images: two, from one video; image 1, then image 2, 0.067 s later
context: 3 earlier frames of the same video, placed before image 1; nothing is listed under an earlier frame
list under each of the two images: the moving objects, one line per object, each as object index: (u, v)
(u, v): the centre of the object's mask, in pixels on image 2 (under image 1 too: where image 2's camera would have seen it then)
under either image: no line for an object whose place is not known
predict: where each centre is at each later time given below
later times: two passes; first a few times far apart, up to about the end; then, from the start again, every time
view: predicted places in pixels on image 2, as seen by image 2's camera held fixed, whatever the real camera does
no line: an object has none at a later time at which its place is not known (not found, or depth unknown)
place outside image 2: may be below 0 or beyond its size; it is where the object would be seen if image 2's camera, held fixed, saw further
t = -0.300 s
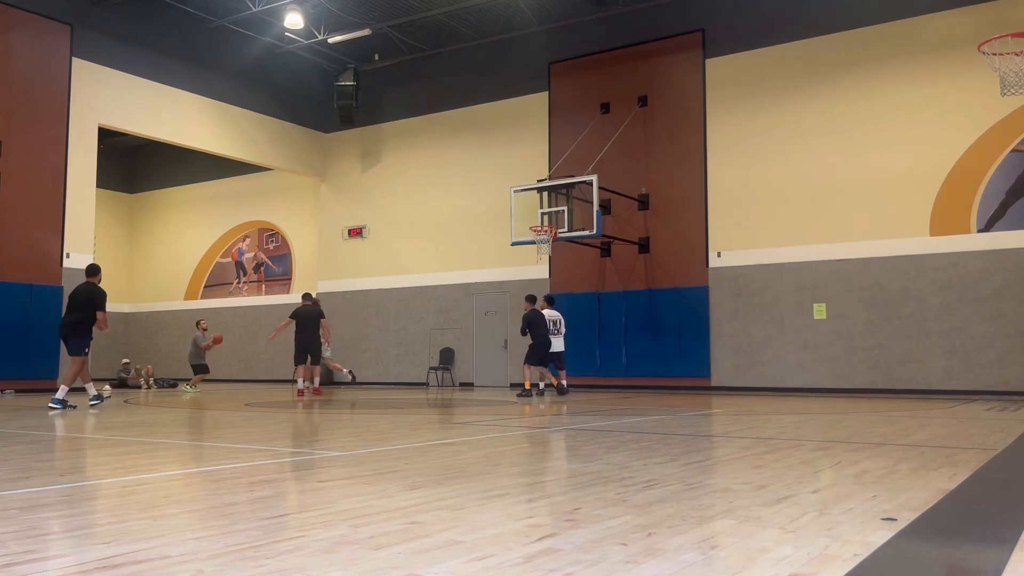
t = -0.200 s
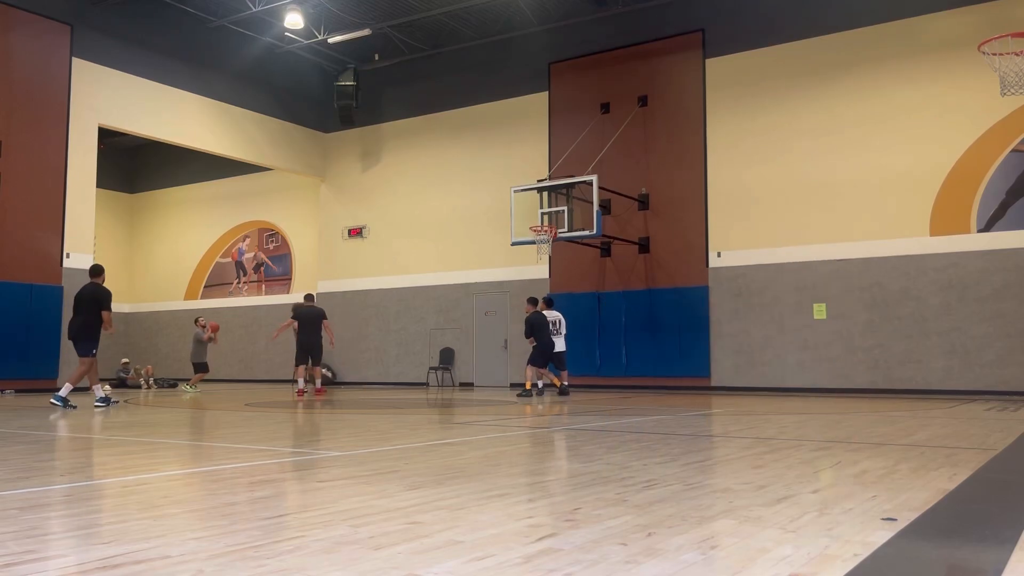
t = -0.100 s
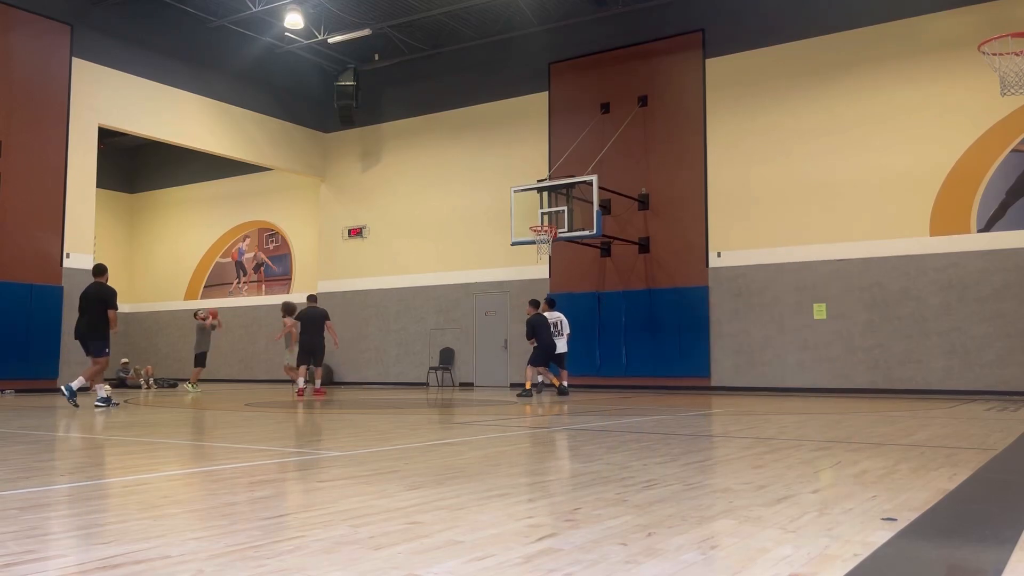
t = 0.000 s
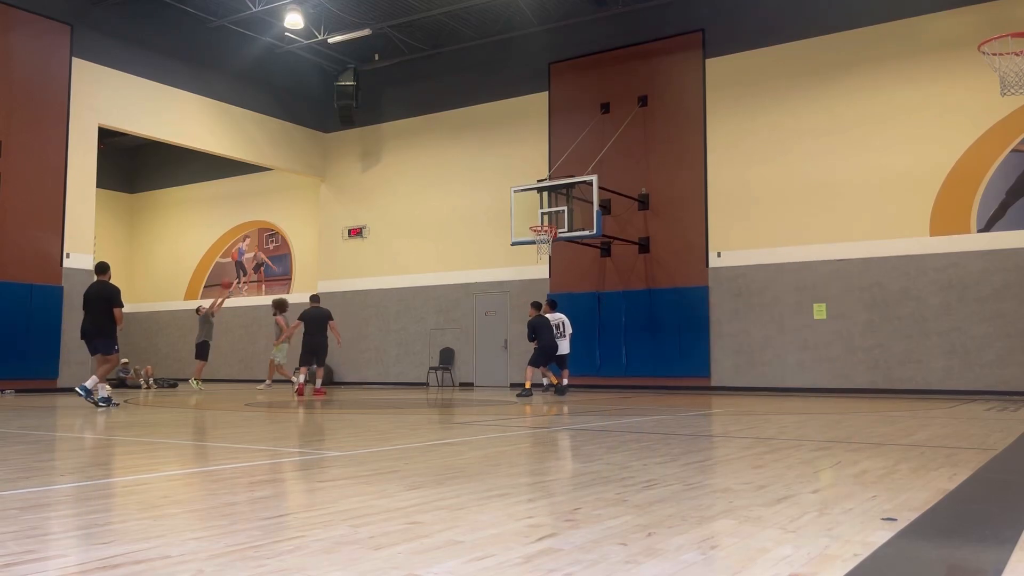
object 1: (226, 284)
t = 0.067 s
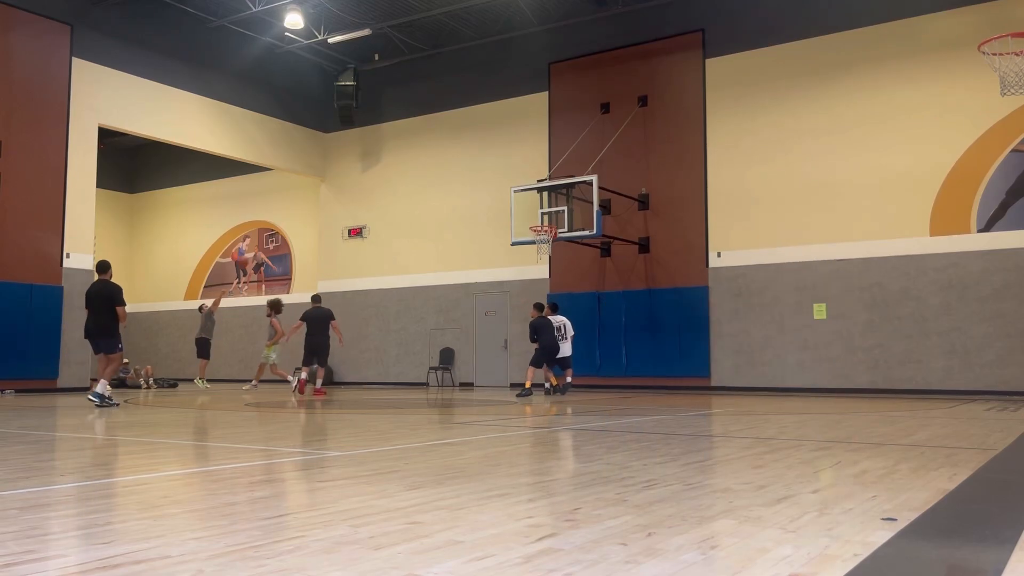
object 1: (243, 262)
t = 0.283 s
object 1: (295, 205)
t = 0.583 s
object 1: (368, 163)
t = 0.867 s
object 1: (437, 164)
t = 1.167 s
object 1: (512, 210)
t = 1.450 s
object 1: (482, 201)
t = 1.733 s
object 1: (425, 206)
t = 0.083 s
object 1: (247, 257)
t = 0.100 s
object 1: (251, 252)
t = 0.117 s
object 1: (254, 247)
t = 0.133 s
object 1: (259, 242)
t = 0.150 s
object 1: (262, 236)
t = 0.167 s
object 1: (267, 233)
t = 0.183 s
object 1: (270, 228)
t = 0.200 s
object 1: (275, 224)
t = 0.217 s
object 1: (279, 220)
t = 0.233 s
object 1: (283, 216)
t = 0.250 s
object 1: (287, 212)
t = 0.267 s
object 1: (291, 209)
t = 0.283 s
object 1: (295, 205)
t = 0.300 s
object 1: (299, 202)
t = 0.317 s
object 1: (303, 198)
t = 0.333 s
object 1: (307, 195)
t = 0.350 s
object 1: (311, 192)
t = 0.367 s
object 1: (315, 189)
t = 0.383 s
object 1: (320, 186)
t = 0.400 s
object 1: (323, 184)
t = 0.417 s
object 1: (328, 181)
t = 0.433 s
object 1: (332, 179)
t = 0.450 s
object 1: (336, 177)
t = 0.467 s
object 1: (340, 174)
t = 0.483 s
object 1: (344, 173)
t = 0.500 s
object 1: (348, 171)
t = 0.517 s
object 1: (352, 169)
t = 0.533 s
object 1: (356, 167)
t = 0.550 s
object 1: (360, 166)
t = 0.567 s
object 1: (364, 165)
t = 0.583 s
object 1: (368, 163)
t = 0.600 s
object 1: (372, 162)
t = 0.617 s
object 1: (376, 161)
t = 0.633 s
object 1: (380, 160)
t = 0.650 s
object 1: (384, 160)
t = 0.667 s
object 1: (388, 159)
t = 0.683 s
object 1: (392, 159)
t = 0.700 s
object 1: (397, 159)
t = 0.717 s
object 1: (401, 159)
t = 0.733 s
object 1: (405, 159)
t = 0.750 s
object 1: (409, 159)
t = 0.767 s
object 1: (413, 159)
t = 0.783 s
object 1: (417, 159)
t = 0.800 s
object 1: (421, 160)
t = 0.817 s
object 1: (425, 161)
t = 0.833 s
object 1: (429, 162)
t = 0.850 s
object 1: (433, 163)
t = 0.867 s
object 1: (437, 164)
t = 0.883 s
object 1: (441, 165)
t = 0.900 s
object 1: (446, 167)
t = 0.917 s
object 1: (450, 168)
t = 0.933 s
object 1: (454, 170)
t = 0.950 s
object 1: (458, 172)
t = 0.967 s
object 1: (462, 174)
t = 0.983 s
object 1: (466, 176)
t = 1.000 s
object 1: (470, 178)
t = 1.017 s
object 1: (474, 181)
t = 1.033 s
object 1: (478, 183)
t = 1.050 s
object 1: (482, 186)
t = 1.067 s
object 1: (487, 189)
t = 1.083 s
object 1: (491, 192)
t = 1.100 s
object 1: (495, 195)
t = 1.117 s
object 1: (499, 199)
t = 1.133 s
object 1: (503, 202)
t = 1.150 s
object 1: (507, 206)
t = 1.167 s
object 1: (512, 210)
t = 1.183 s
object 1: (516, 214)
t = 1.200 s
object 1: (520, 218)
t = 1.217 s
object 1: (524, 223)
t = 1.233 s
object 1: (527, 226)
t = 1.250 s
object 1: (524, 223)
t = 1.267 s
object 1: (520, 221)
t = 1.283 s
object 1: (517, 218)
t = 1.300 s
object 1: (513, 216)
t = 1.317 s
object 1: (510, 214)
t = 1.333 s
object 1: (506, 212)
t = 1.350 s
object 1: (503, 210)
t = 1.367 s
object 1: (499, 208)
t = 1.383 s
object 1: (496, 206)
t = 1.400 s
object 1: (493, 205)
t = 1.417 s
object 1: (489, 204)
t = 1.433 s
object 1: (486, 202)
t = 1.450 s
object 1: (482, 201)
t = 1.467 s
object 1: (479, 201)
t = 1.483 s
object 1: (475, 200)
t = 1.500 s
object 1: (472, 199)
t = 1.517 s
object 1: (469, 199)
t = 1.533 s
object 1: (465, 198)
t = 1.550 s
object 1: (462, 198)
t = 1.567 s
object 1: (459, 198)
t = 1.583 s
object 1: (455, 198)
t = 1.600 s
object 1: (452, 199)
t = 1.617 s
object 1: (449, 199)
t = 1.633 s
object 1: (445, 200)
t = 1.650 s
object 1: (442, 200)
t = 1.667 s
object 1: (439, 201)
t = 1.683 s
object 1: (435, 202)
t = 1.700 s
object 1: (432, 203)
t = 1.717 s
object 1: (428, 205)
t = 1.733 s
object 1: (425, 206)
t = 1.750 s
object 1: (422, 208)
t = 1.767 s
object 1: (419, 209)
